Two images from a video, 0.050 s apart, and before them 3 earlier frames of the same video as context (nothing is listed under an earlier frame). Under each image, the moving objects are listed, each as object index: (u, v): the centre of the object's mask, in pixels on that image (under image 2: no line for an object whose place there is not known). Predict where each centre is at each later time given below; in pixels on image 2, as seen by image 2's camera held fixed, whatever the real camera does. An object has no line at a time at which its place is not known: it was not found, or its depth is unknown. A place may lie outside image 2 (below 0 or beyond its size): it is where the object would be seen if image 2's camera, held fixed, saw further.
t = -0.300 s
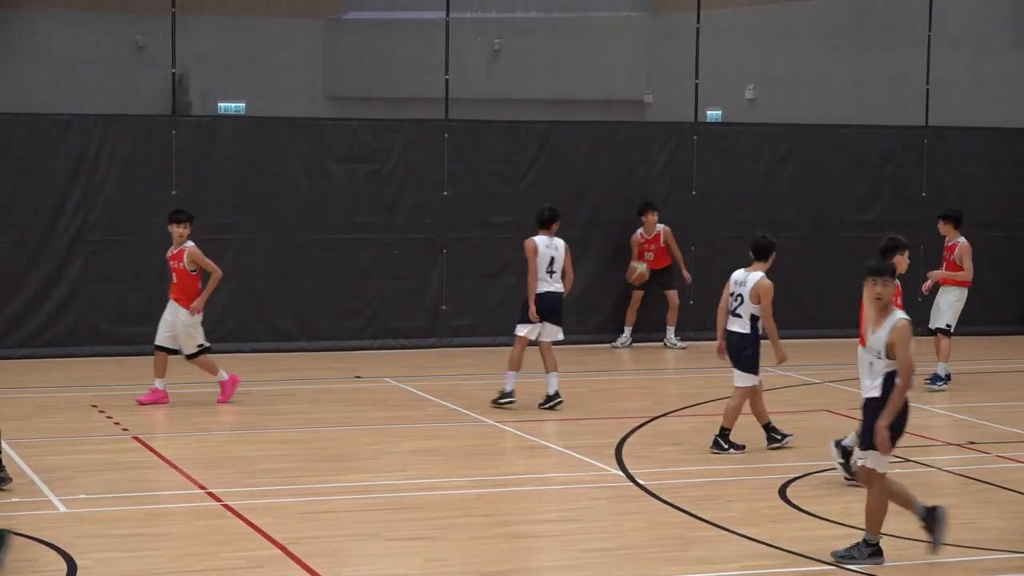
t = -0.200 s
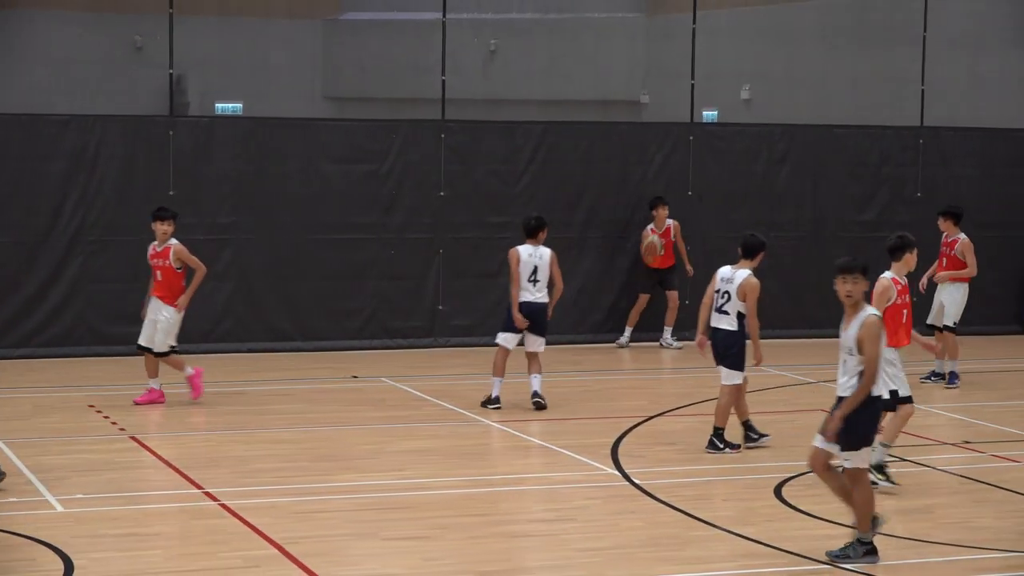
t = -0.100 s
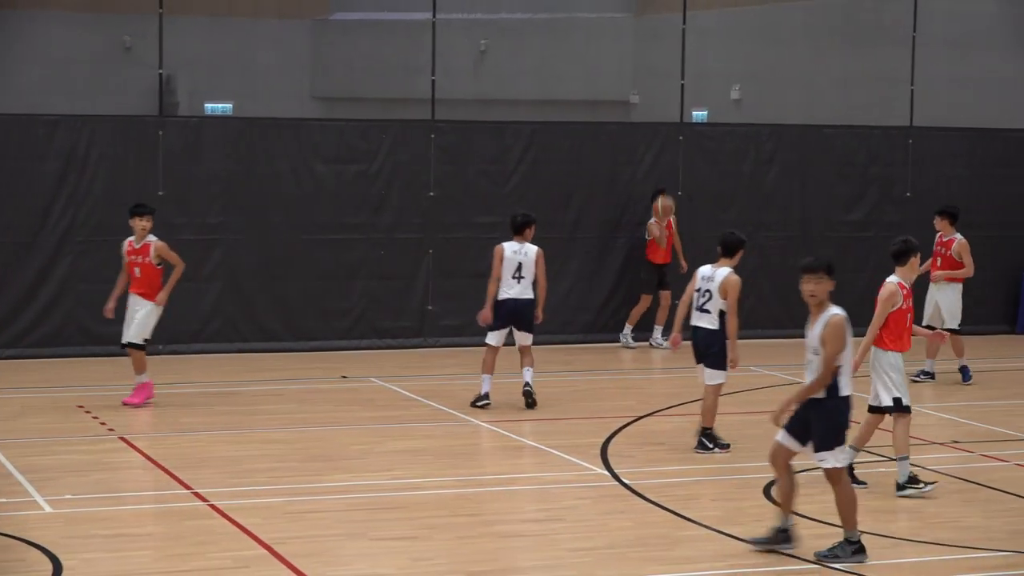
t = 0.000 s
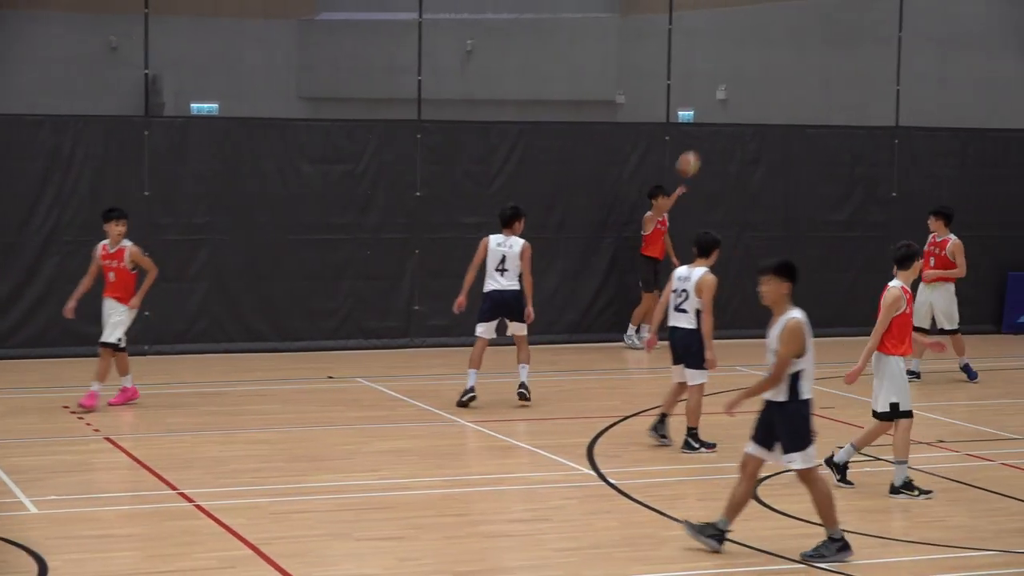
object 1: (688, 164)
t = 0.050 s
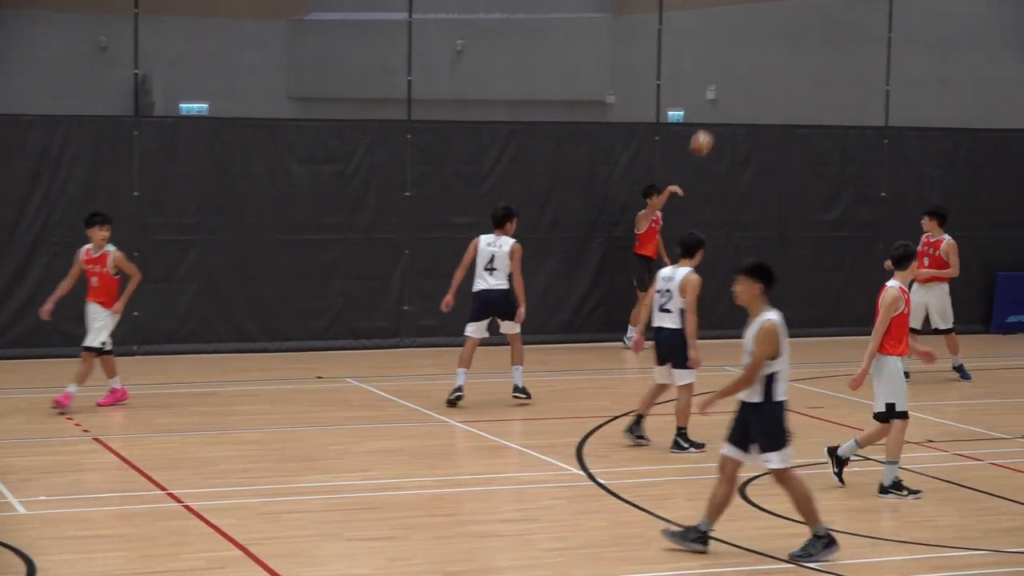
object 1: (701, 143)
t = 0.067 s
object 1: (709, 137)
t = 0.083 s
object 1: (717, 130)
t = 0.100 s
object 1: (725, 124)
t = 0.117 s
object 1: (733, 118)
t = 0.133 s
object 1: (740, 112)
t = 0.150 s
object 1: (748, 107)
